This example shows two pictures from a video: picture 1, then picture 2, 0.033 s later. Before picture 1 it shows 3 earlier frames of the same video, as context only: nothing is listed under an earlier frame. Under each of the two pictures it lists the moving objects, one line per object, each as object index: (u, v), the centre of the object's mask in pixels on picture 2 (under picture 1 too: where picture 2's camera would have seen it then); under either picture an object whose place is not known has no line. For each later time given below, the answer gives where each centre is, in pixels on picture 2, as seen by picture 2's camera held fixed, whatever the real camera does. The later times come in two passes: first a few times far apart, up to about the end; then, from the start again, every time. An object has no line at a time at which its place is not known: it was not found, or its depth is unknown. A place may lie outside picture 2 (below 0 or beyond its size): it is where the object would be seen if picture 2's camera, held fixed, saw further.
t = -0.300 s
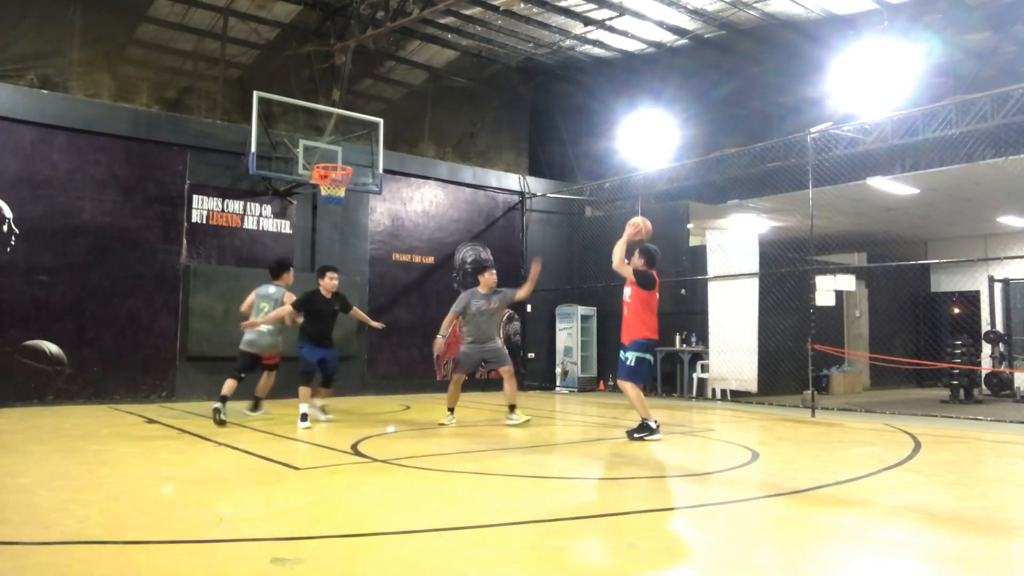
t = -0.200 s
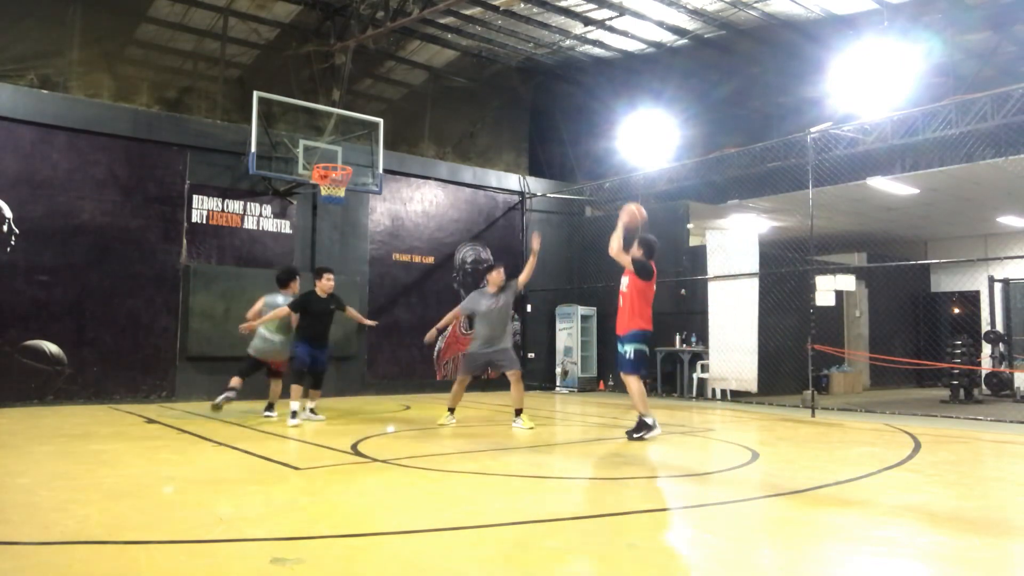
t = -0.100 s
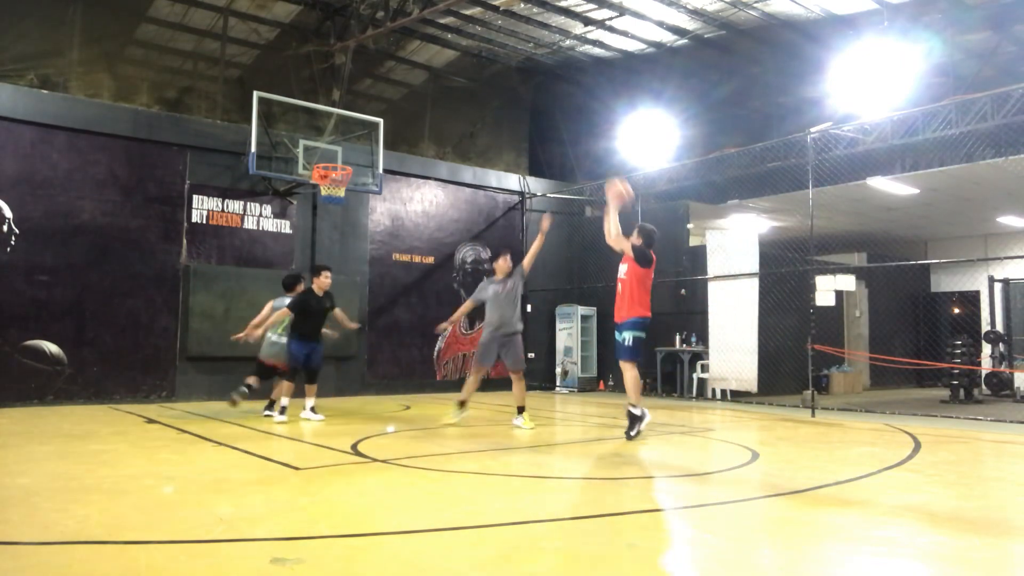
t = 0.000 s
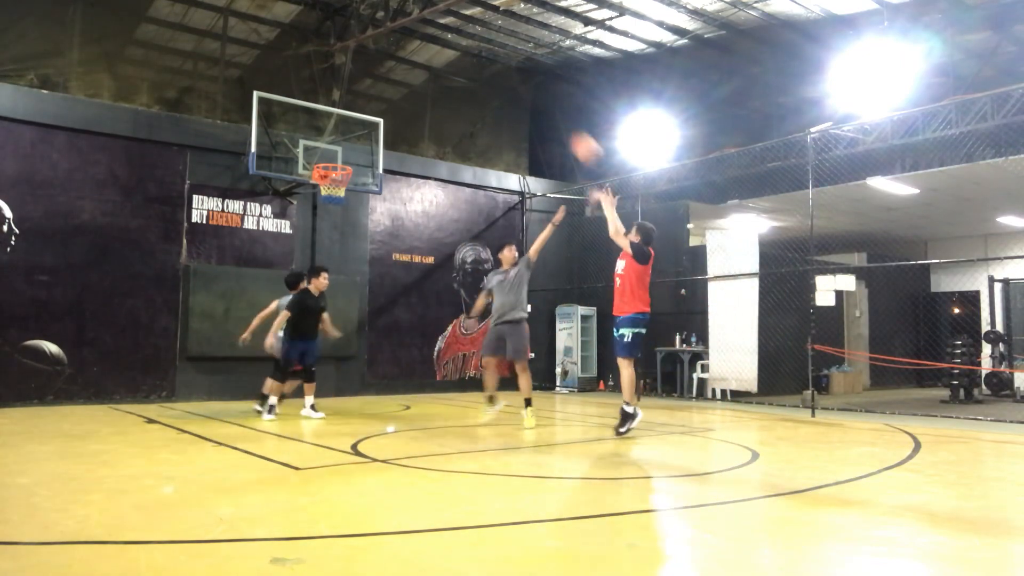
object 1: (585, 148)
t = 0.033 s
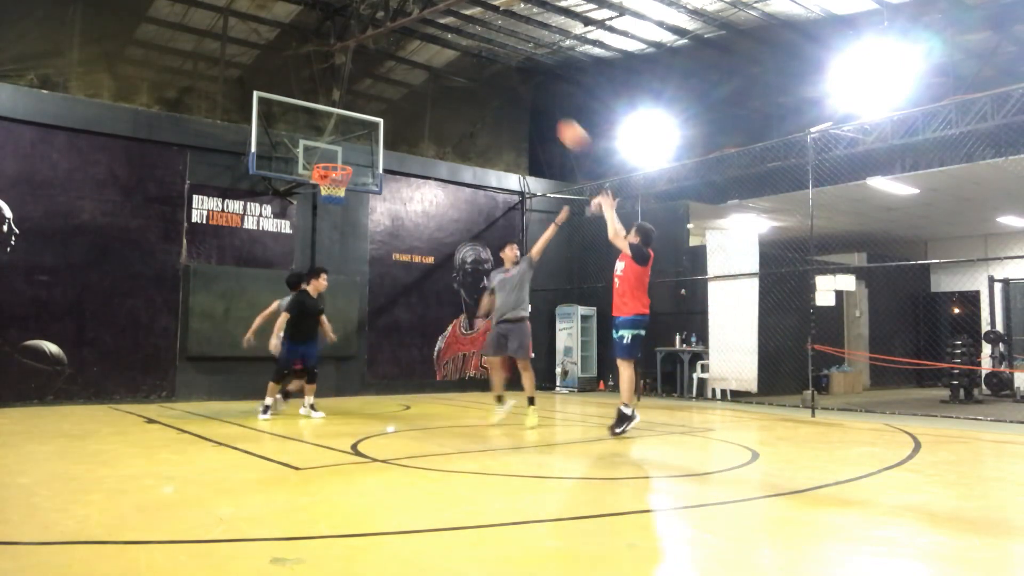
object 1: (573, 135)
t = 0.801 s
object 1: (355, 139)
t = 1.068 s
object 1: (332, 184)
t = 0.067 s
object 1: (560, 124)
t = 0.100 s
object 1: (548, 113)
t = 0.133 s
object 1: (536, 104)
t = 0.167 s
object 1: (525, 97)
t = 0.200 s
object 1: (513, 90)
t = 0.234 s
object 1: (503, 86)
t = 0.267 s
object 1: (492, 82)
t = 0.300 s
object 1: (481, 78)
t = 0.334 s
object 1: (472, 77)
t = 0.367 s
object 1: (462, 76)
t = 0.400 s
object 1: (453, 76)
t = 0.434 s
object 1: (444, 77)
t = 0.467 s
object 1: (435, 79)
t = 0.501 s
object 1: (426, 81)
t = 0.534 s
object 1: (417, 85)
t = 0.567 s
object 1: (409, 89)
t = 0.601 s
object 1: (400, 94)
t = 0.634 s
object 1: (392, 100)
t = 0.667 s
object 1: (387, 105)
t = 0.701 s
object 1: (378, 113)
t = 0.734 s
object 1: (369, 122)
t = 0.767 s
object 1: (361, 130)
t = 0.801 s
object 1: (355, 139)
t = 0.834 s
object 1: (348, 149)
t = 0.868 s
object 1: (341, 157)
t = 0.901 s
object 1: (335, 164)
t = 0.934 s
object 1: (330, 177)
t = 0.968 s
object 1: (331, 181)
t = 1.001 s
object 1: (328, 187)
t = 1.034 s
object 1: (329, 185)
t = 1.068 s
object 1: (332, 184)
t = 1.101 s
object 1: (330, 185)
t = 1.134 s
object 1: (332, 183)
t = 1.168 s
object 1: (334, 182)
